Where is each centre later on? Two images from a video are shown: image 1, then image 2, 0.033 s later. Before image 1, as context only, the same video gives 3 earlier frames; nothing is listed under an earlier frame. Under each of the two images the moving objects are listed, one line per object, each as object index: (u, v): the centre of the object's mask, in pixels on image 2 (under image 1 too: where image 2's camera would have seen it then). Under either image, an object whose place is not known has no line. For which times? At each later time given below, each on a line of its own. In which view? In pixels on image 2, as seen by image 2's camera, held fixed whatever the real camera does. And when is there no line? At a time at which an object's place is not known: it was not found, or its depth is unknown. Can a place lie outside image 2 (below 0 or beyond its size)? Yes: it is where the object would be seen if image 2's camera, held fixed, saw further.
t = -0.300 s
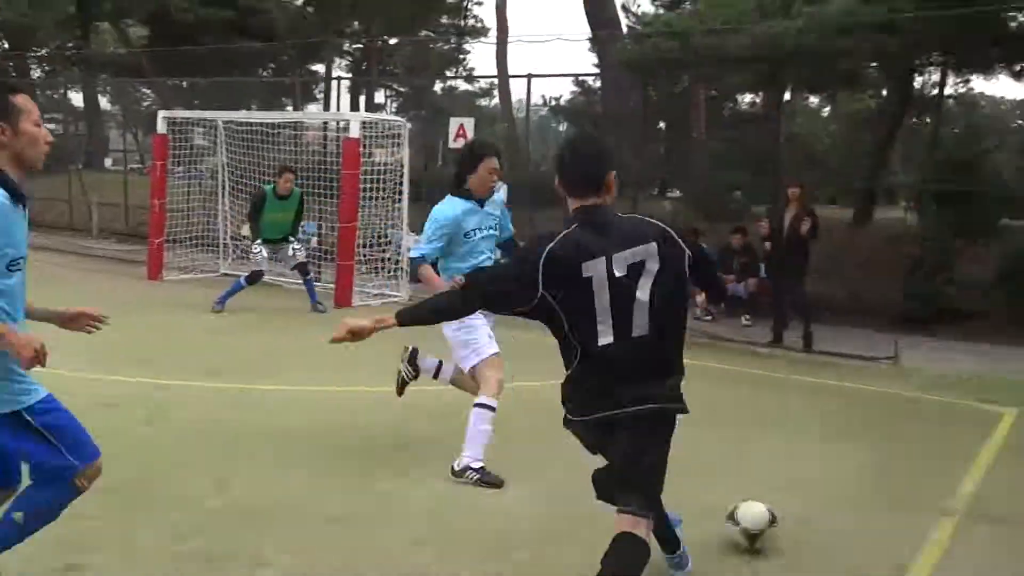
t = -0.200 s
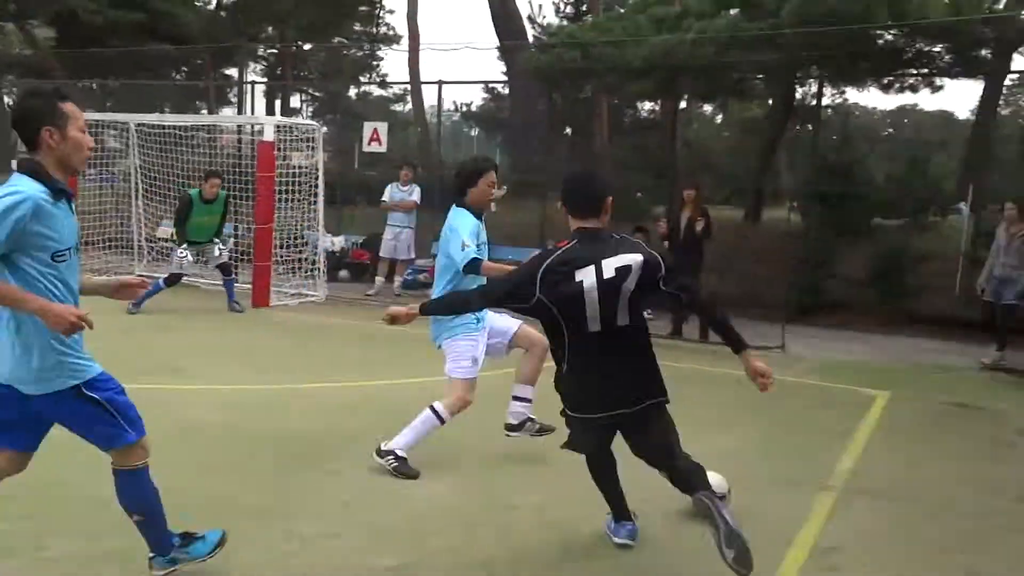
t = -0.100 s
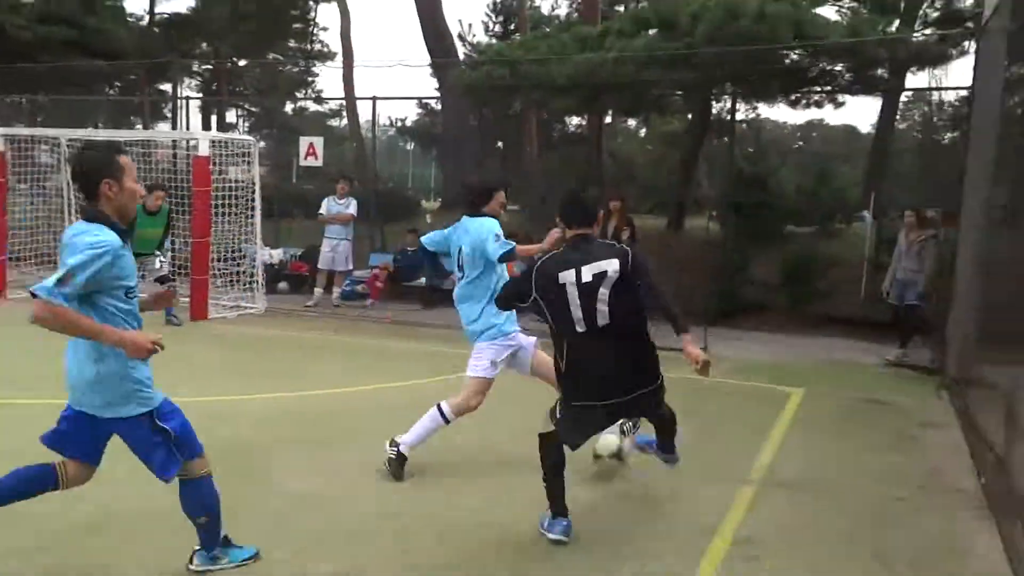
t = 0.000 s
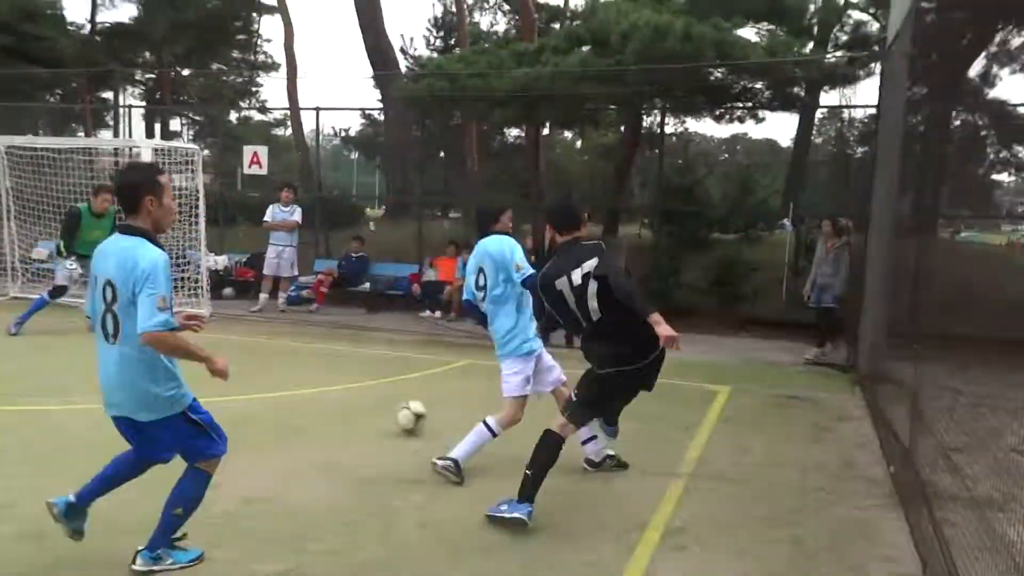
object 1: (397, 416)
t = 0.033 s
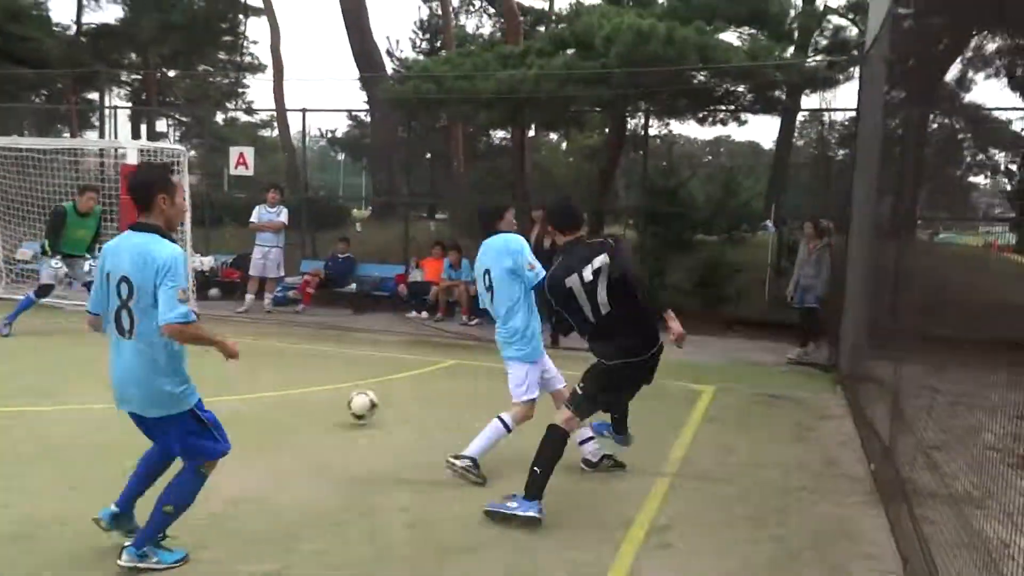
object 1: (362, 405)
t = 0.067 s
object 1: (330, 395)
